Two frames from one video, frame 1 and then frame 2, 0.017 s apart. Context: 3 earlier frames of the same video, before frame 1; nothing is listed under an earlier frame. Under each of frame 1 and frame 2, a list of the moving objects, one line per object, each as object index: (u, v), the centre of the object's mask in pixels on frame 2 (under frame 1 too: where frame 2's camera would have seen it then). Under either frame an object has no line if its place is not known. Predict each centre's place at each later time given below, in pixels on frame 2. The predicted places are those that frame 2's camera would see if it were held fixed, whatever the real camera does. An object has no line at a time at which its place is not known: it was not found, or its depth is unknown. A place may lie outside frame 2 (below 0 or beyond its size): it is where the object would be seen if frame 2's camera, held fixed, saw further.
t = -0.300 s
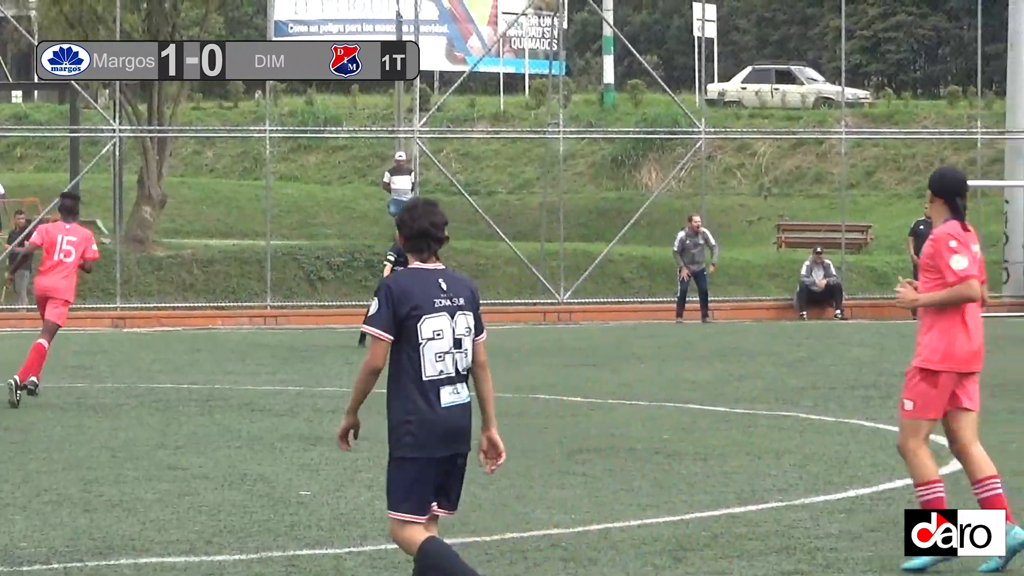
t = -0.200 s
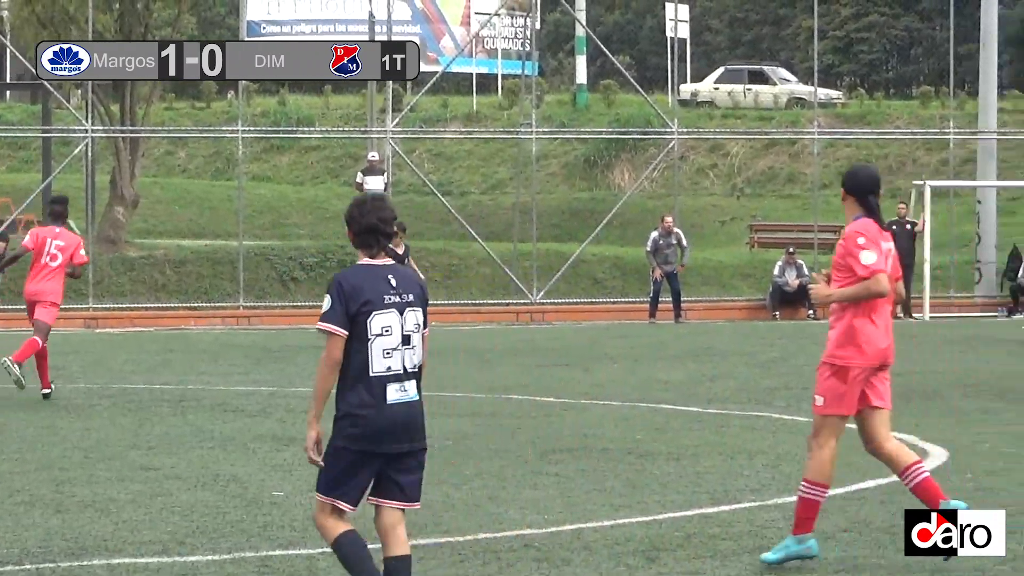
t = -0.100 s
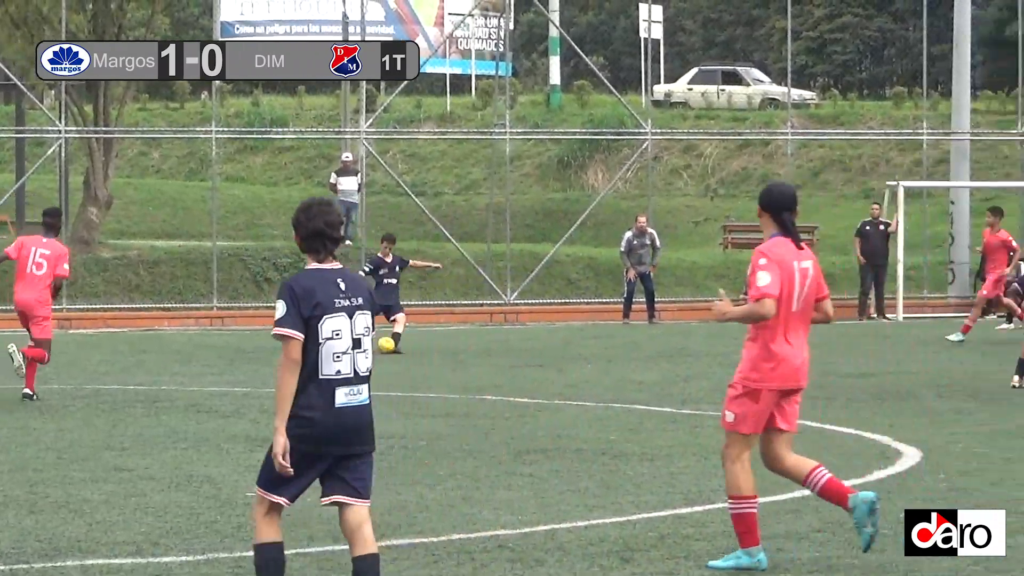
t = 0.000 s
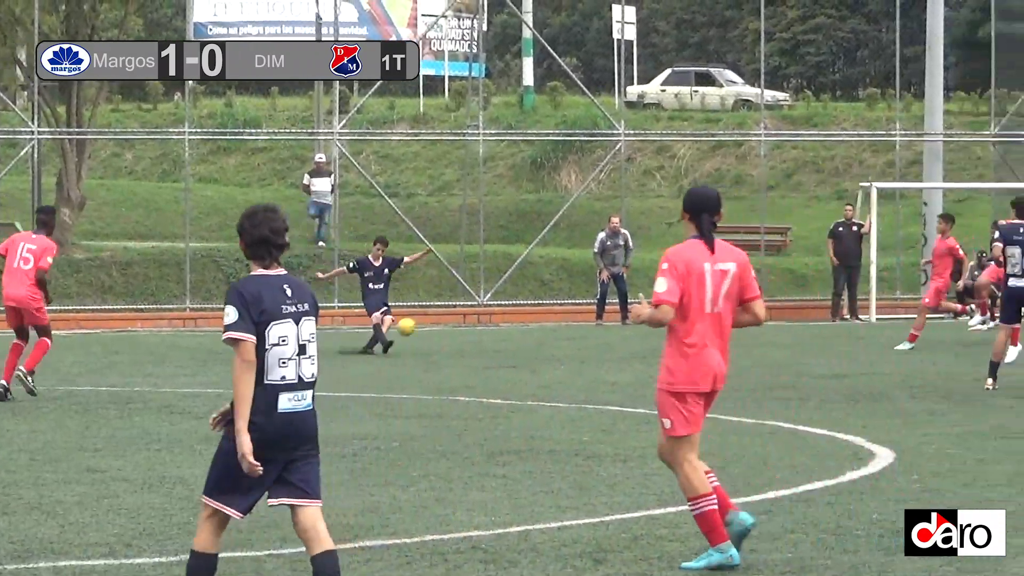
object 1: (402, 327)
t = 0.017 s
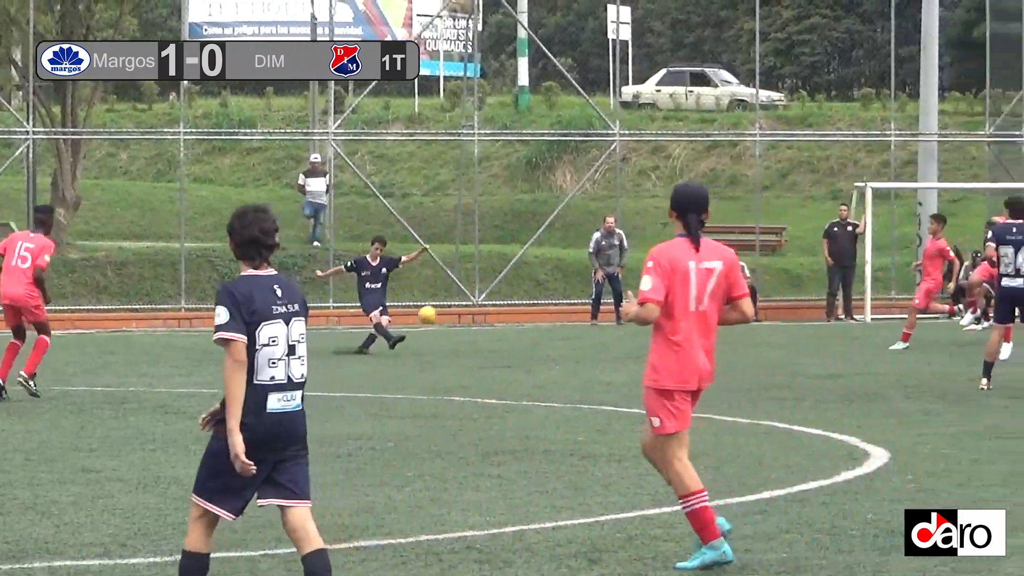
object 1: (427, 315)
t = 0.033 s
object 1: (450, 302)
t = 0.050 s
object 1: (475, 291)
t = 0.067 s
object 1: (498, 279)
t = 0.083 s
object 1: (520, 267)
